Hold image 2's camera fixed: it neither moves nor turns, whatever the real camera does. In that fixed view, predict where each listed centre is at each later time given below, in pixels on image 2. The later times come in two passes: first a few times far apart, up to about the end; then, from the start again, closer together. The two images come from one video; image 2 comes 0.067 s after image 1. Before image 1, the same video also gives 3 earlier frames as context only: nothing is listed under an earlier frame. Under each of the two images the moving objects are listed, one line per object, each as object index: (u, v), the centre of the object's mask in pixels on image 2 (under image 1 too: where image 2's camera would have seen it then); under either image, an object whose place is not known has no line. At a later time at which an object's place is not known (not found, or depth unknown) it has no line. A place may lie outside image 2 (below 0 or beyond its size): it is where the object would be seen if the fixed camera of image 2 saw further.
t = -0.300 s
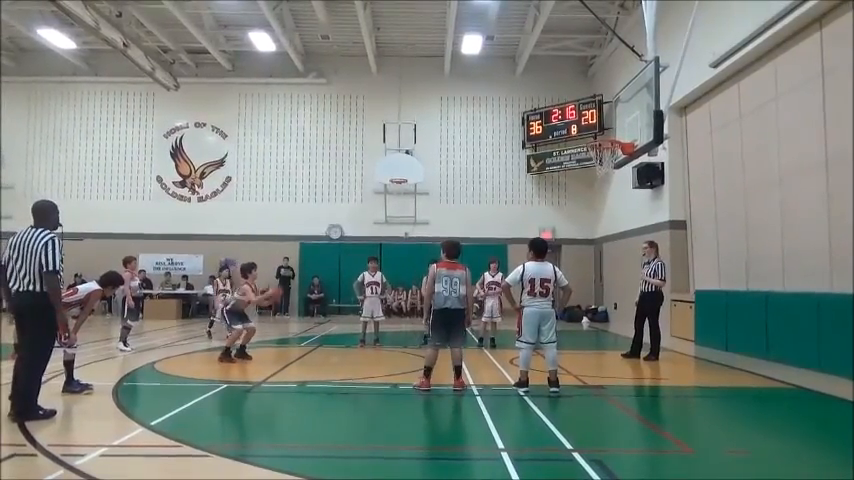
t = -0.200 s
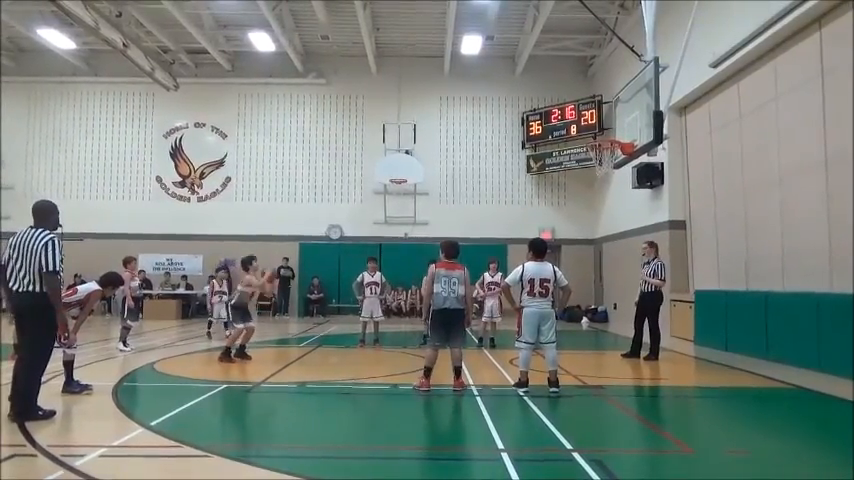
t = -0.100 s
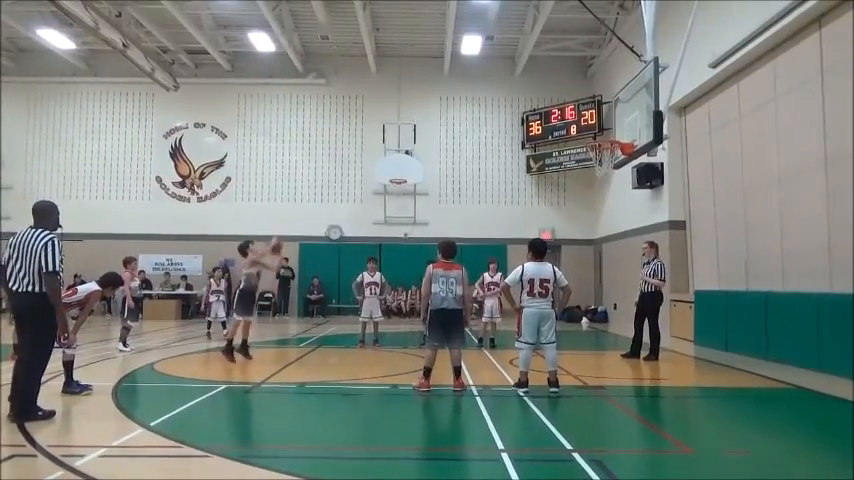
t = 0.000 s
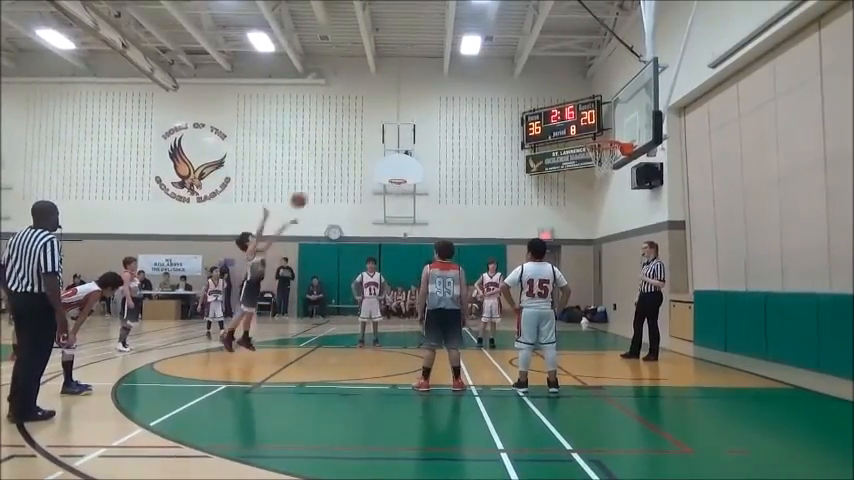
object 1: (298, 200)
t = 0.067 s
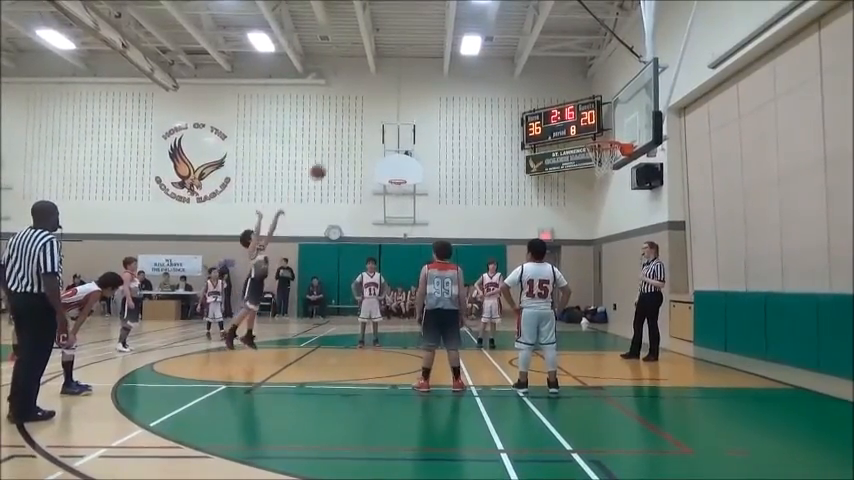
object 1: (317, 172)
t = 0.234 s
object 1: (364, 114)
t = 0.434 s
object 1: (416, 71)
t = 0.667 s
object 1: (477, 55)
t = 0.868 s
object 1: (527, 69)
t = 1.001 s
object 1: (559, 95)
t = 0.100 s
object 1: (327, 158)
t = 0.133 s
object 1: (337, 146)
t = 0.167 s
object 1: (346, 134)
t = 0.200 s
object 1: (356, 123)
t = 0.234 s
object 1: (364, 114)
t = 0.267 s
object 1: (373, 104)
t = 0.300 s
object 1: (382, 96)
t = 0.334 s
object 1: (391, 88)
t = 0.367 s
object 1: (399, 82)
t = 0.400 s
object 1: (408, 76)
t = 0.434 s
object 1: (416, 71)
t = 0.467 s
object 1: (425, 66)
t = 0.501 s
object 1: (434, 63)
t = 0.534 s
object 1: (442, 60)
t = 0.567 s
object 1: (451, 58)
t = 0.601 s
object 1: (459, 57)
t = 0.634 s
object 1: (468, 56)
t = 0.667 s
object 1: (477, 55)
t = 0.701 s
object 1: (484, 57)
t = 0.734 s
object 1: (494, 56)
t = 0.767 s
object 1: (502, 58)
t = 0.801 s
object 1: (510, 62)
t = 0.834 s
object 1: (518, 65)
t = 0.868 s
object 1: (527, 69)
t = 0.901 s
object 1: (535, 74)
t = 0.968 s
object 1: (551, 86)
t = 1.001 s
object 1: (559, 95)
